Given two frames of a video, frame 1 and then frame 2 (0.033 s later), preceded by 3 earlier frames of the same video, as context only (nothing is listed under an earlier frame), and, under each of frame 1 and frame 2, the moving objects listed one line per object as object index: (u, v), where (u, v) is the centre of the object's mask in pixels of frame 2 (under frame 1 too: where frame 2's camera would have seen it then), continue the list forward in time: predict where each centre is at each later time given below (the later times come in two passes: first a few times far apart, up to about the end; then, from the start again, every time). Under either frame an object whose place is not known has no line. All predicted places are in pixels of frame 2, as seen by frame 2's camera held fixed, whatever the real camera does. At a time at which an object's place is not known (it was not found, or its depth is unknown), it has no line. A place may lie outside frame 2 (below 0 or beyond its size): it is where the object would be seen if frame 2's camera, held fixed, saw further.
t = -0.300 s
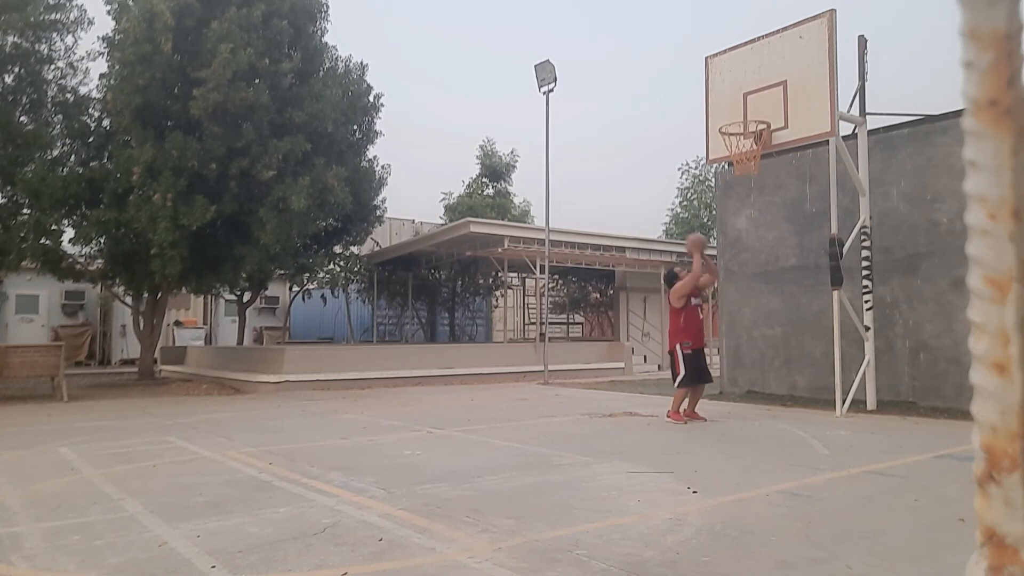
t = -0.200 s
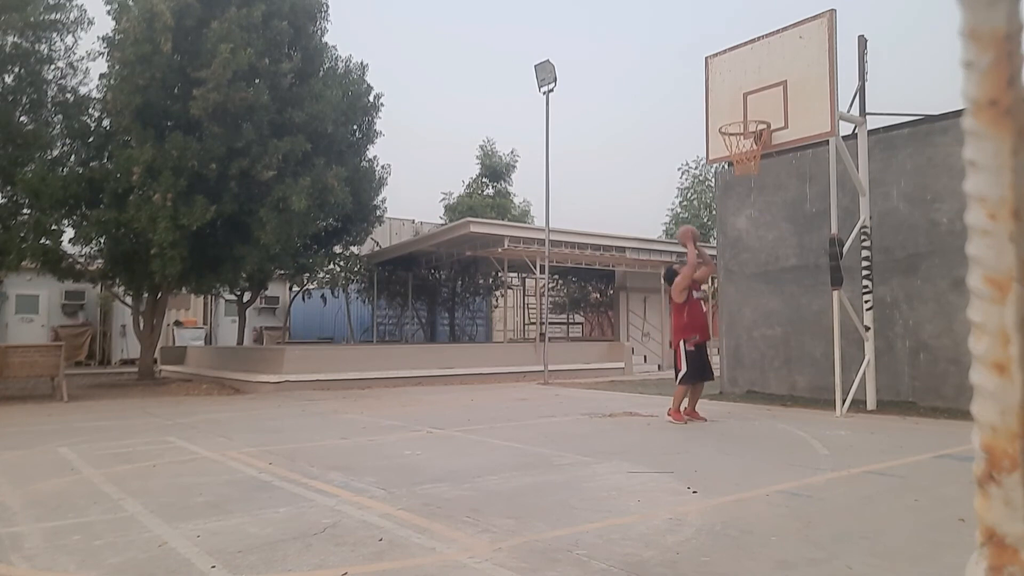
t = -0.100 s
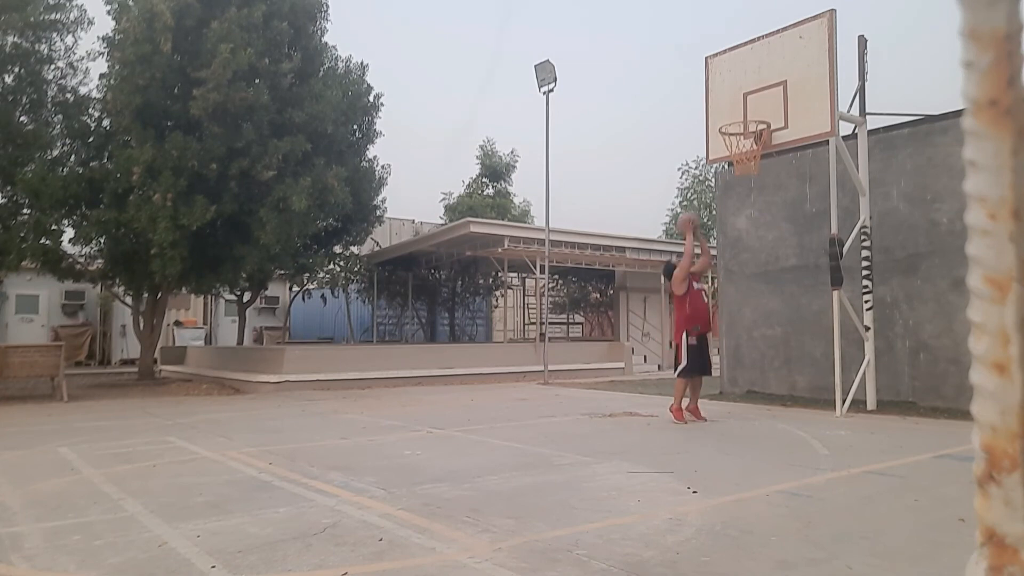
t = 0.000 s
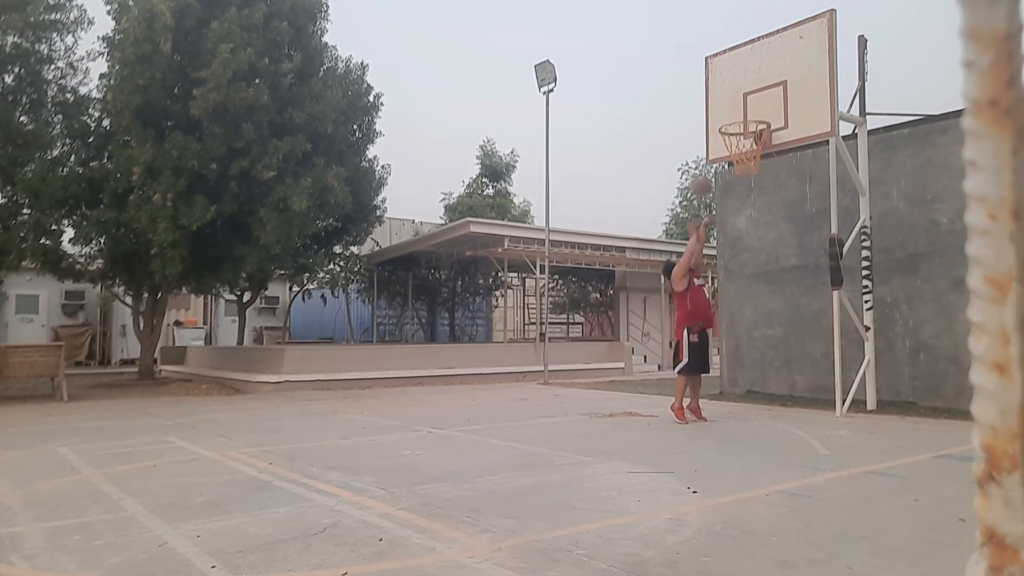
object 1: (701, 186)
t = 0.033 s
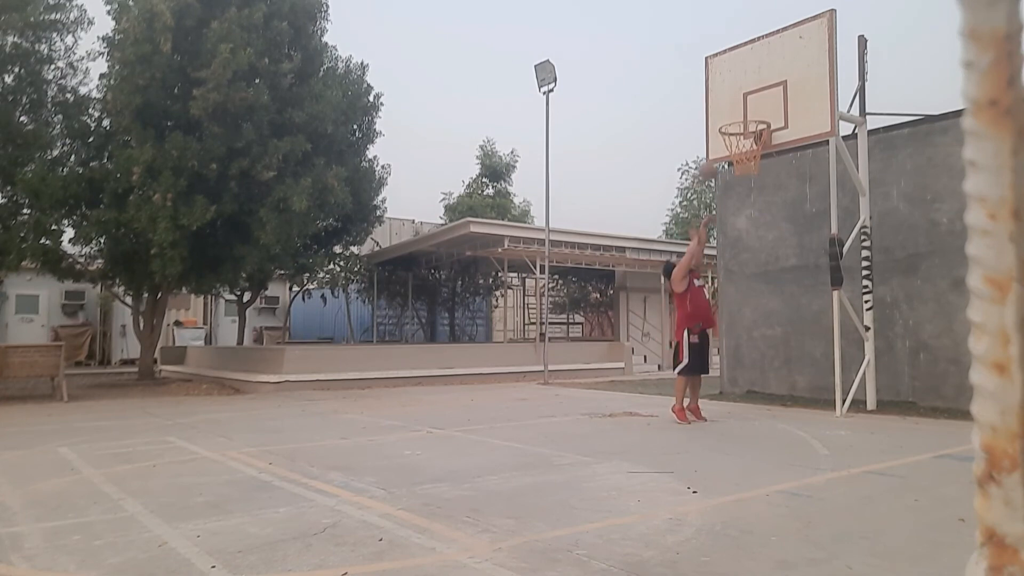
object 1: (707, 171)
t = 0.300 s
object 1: (733, 108)
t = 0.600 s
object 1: (743, 122)
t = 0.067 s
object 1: (714, 157)
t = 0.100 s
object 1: (718, 146)
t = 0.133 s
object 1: (727, 137)
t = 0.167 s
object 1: (731, 127)
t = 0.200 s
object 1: (732, 121)
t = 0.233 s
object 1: (733, 115)
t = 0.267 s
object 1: (733, 112)
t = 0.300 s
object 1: (733, 108)
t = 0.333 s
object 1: (733, 106)
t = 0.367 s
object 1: (734, 105)
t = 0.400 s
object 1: (736, 105)
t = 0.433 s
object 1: (737, 105)
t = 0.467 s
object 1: (738, 107)
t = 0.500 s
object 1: (739, 110)
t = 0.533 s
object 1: (739, 113)
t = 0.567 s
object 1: (741, 118)
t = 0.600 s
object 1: (743, 122)
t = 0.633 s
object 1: (745, 126)
